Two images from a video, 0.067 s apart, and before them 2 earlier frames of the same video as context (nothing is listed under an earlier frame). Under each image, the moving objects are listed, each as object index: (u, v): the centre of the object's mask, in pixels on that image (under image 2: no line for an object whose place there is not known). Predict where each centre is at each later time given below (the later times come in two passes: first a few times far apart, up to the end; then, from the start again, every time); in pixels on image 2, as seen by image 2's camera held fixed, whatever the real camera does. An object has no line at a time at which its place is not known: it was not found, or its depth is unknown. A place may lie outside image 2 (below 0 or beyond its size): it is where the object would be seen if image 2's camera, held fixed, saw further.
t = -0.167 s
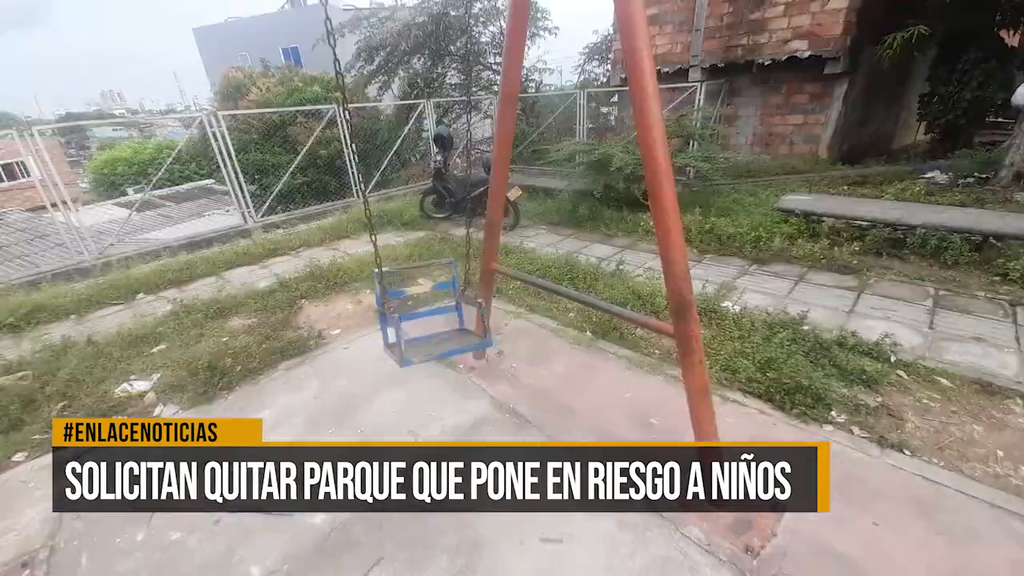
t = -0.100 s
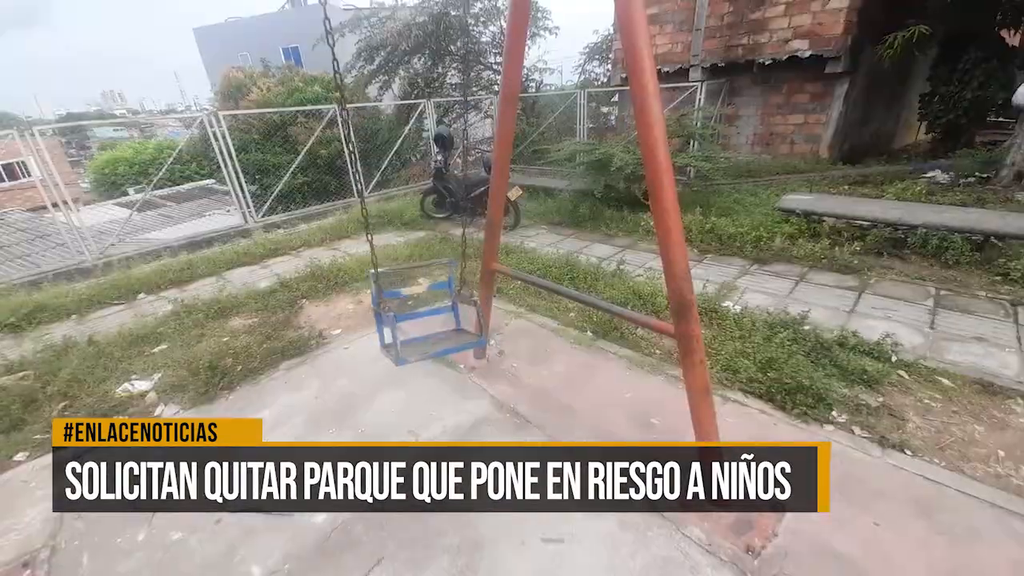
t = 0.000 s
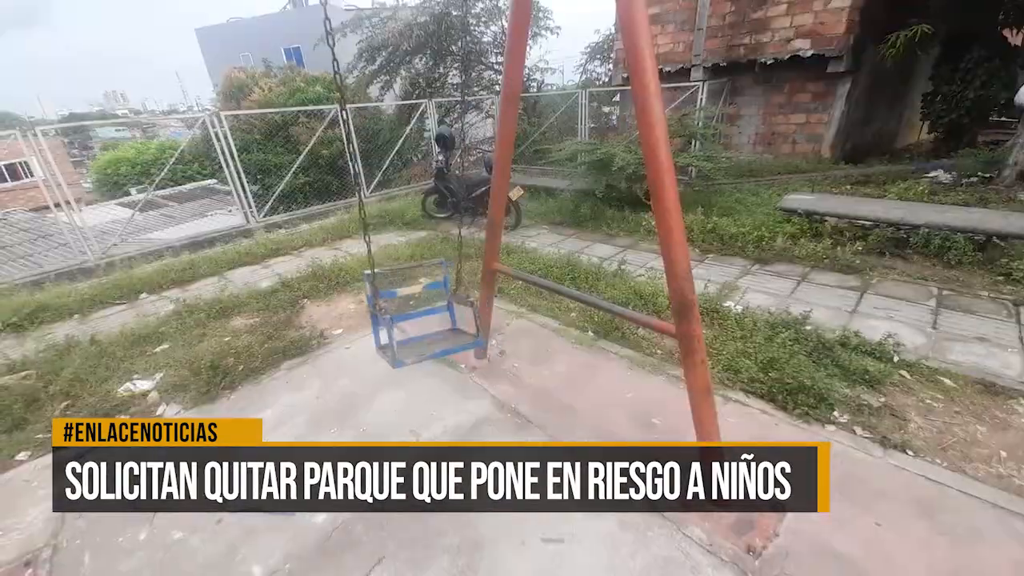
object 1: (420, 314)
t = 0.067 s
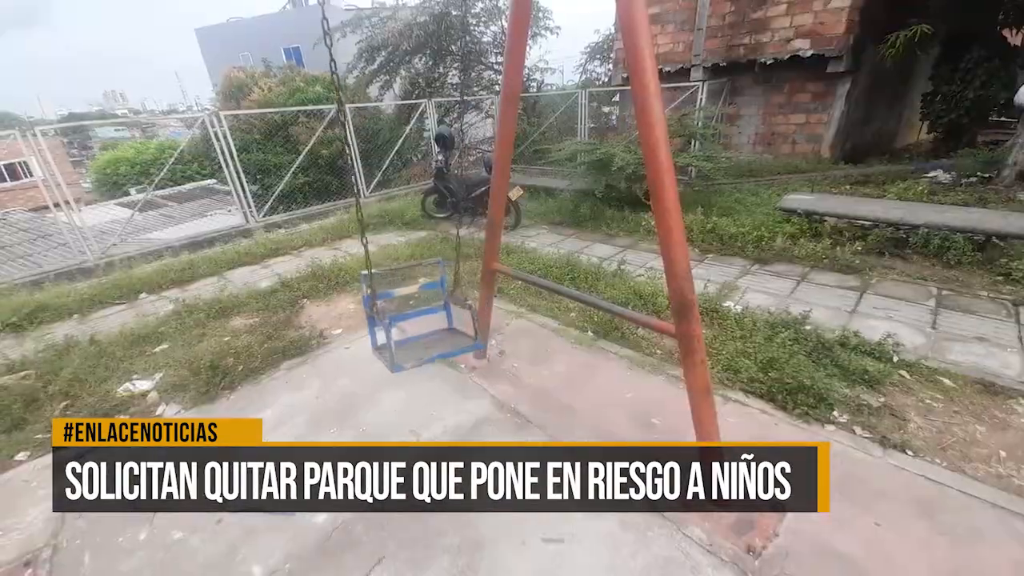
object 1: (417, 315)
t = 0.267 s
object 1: (415, 323)
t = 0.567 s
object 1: (431, 346)
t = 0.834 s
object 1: (457, 361)
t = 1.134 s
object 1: (497, 364)
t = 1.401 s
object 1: (513, 359)
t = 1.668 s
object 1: (507, 351)
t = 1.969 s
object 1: (476, 339)
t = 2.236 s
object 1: (439, 328)
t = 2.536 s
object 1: (415, 320)
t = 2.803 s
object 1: (408, 321)
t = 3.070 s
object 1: (420, 330)
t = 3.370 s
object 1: (455, 347)
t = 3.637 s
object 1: (488, 352)
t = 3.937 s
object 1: (515, 358)
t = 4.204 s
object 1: (513, 356)
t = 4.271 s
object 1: (508, 355)
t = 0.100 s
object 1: (416, 317)
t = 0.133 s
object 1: (416, 318)
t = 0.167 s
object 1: (415, 319)
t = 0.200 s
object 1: (415, 321)
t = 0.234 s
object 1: (415, 322)
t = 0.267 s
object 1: (415, 323)
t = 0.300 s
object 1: (415, 325)
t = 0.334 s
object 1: (416, 327)
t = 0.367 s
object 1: (417, 329)
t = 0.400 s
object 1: (418, 331)
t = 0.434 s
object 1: (420, 333)
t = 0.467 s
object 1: (423, 336)
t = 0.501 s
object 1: (427, 342)
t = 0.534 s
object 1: (430, 345)
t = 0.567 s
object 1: (431, 346)
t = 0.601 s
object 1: (438, 355)
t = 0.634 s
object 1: (440, 355)
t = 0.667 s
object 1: (445, 358)
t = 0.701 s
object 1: (446, 358)
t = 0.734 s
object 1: (447, 353)
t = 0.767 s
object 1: (452, 355)
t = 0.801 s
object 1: (451, 358)
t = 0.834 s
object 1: (457, 361)
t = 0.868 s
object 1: (467, 361)
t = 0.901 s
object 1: (470, 361)
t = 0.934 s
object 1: (477, 367)
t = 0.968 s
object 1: (478, 362)
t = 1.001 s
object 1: (482, 363)
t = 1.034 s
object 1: (486, 363)
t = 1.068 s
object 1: (490, 363)
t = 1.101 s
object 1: (494, 363)
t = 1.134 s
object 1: (497, 364)
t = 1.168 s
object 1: (500, 364)
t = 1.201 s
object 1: (503, 364)
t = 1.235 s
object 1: (506, 363)
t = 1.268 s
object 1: (508, 363)
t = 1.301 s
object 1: (509, 362)
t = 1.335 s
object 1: (511, 361)
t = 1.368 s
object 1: (512, 360)
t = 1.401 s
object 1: (513, 359)
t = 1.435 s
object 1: (513, 358)
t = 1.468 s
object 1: (513, 357)
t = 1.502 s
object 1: (513, 357)
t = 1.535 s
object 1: (513, 356)
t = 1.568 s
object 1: (512, 355)
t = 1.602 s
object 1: (510, 354)
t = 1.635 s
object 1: (509, 353)
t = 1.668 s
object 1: (507, 351)
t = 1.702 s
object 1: (505, 350)
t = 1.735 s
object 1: (502, 349)
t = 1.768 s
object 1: (505, 357)
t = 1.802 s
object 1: (495, 346)
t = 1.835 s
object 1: (492, 345)
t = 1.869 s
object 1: (490, 348)
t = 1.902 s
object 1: (484, 342)
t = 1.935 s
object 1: (480, 341)
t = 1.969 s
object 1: (476, 339)
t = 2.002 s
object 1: (472, 338)
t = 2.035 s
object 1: (467, 336)
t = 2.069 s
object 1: (465, 339)
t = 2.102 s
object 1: (461, 338)
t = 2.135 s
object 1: (456, 337)
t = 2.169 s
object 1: (447, 331)
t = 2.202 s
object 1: (443, 333)
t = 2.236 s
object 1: (439, 328)
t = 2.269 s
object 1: (439, 327)
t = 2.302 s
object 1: (435, 326)
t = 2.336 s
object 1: (432, 325)
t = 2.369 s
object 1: (429, 324)
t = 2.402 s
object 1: (426, 323)
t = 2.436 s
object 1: (423, 322)
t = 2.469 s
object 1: (421, 321)
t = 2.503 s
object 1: (418, 320)
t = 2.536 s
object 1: (415, 320)
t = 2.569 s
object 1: (414, 319)
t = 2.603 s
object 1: (412, 319)
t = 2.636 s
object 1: (411, 319)
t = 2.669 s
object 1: (409, 319)
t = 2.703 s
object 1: (409, 320)
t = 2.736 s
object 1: (408, 320)
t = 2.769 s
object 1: (408, 320)
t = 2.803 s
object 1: (408, 321)
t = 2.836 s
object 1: (408, 321)
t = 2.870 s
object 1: (409, 322)
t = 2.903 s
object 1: (411, 326)
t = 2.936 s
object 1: (411, 324)
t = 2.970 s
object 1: (413, 326)
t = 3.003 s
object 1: (414, 327)
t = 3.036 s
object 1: (417, 329)
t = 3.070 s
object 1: (420, 330)
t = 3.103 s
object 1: (423, 331)
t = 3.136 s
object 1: (427, 333)
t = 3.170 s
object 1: (430, 334)
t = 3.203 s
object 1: (433, 336)
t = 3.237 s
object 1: (437, 337)
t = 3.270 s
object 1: (441, 339)
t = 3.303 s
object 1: (445, 341)
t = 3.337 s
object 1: (449, 342)
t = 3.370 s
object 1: (455, 347)
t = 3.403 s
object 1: (460, 348)
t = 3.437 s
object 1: (463, 347)
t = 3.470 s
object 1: (470, 354)
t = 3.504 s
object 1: (474, 354)
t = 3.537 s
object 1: (478, 354)
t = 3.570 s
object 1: (481, 351)
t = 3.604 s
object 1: (484, 352)
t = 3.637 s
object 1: (488, 352)
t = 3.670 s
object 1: (492, 353)
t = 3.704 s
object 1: (496, 354)
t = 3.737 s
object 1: (500, 355)
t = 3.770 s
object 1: (503, 356)
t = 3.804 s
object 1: (506, 356)
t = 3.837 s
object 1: (509, 357)
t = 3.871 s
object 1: (511, 357)
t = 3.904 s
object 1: (513, 358)
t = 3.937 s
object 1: (515, 358)
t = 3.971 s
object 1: (516, 358)
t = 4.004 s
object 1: (517, 358)
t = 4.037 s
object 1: (517, 358)
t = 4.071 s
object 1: (517, 358)
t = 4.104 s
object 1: (517, 358)
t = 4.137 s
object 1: (516, 357)
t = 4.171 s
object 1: (514, 357)
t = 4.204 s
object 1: (513, 356)
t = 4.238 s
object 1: (511, 356)
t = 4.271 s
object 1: (508, 355)
